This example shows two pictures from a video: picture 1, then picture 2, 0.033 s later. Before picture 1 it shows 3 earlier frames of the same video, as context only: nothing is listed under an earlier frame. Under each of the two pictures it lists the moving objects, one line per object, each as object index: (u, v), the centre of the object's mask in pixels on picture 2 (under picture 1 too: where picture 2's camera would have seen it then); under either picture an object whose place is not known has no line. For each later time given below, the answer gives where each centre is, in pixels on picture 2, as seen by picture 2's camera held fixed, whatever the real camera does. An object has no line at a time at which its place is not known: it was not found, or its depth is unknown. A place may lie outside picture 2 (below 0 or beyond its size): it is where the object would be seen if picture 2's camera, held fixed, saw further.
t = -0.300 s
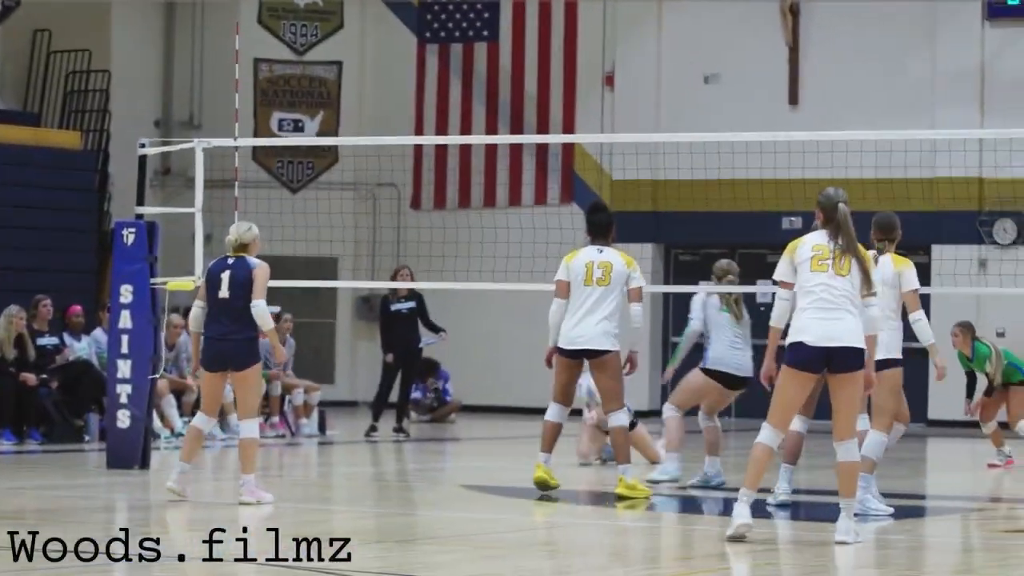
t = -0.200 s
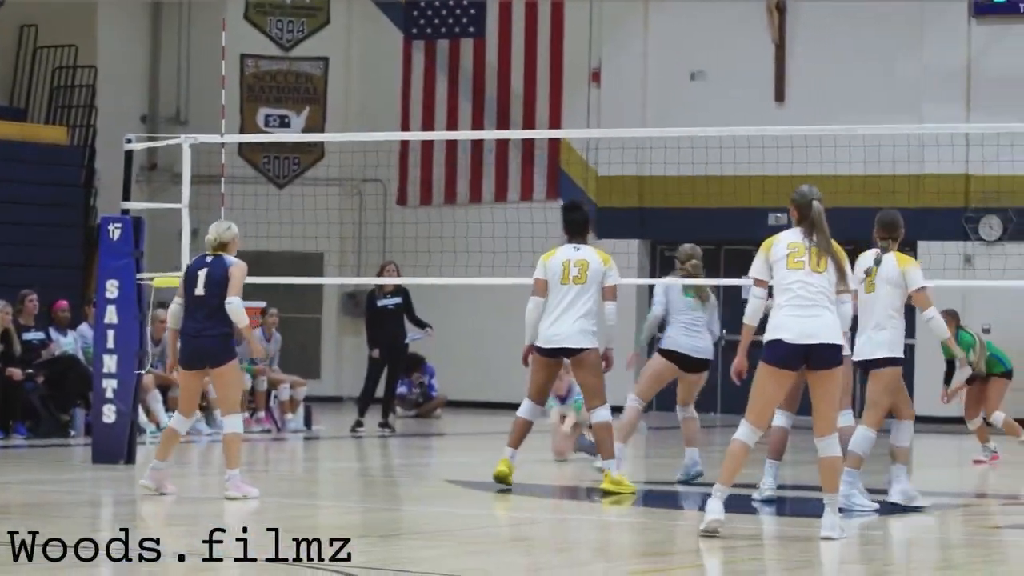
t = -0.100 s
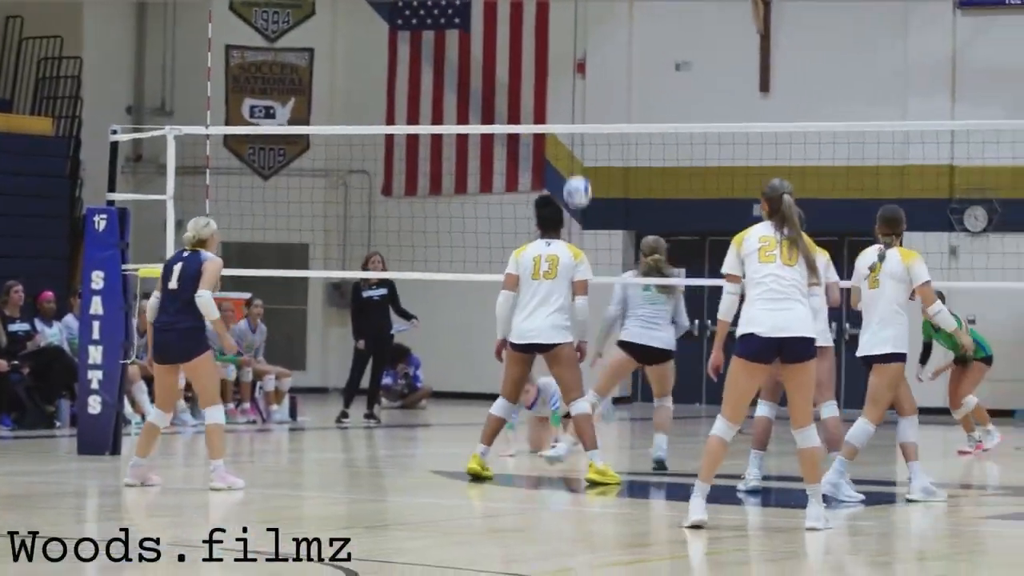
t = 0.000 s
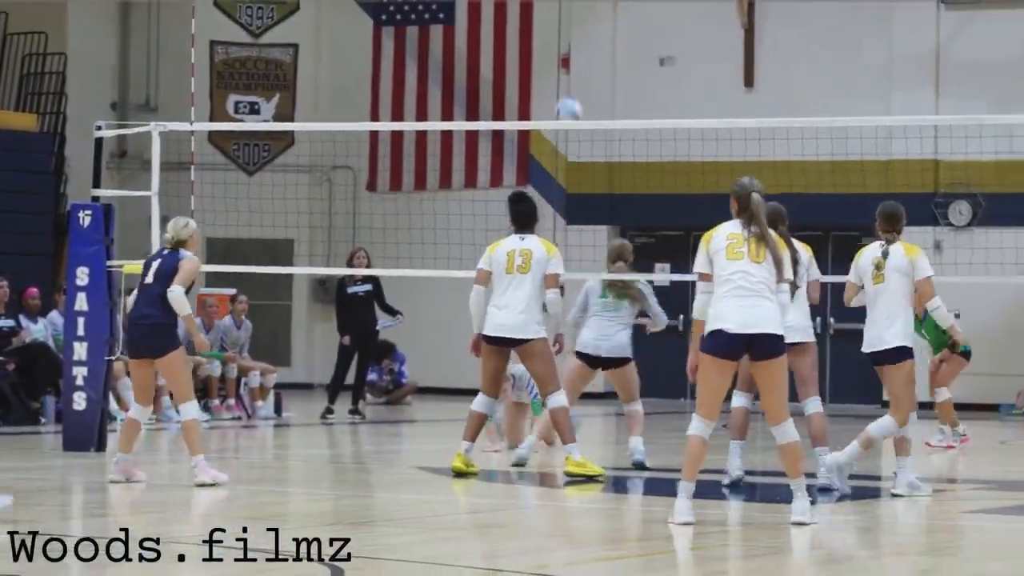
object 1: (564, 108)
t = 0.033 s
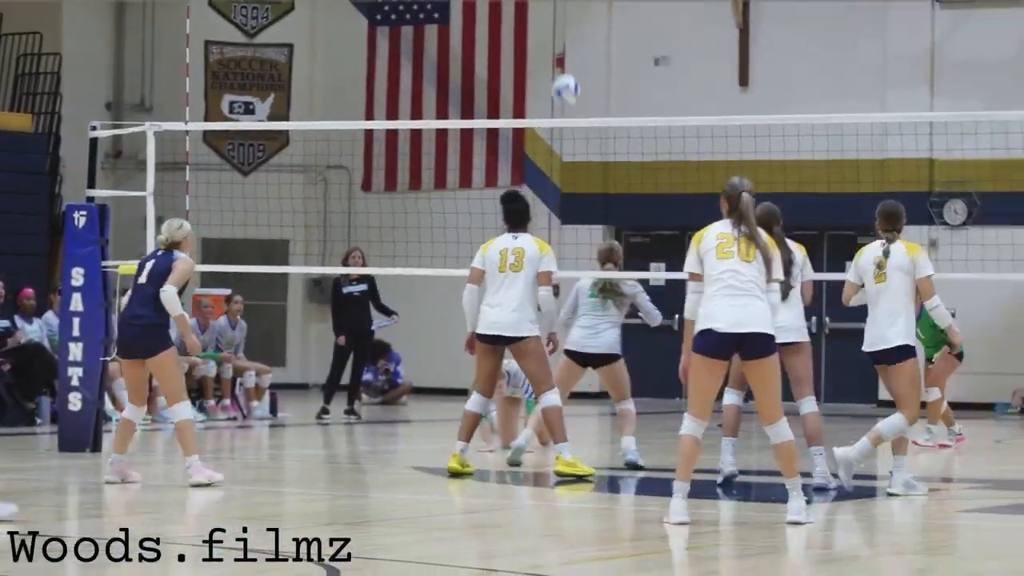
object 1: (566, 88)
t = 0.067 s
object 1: (567, 67)
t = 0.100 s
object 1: (570, 49)
